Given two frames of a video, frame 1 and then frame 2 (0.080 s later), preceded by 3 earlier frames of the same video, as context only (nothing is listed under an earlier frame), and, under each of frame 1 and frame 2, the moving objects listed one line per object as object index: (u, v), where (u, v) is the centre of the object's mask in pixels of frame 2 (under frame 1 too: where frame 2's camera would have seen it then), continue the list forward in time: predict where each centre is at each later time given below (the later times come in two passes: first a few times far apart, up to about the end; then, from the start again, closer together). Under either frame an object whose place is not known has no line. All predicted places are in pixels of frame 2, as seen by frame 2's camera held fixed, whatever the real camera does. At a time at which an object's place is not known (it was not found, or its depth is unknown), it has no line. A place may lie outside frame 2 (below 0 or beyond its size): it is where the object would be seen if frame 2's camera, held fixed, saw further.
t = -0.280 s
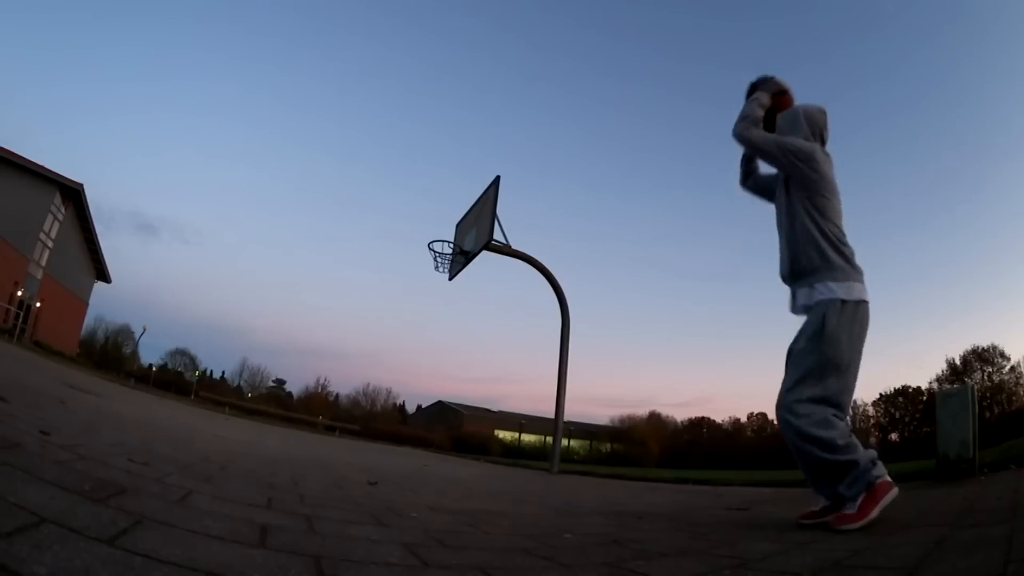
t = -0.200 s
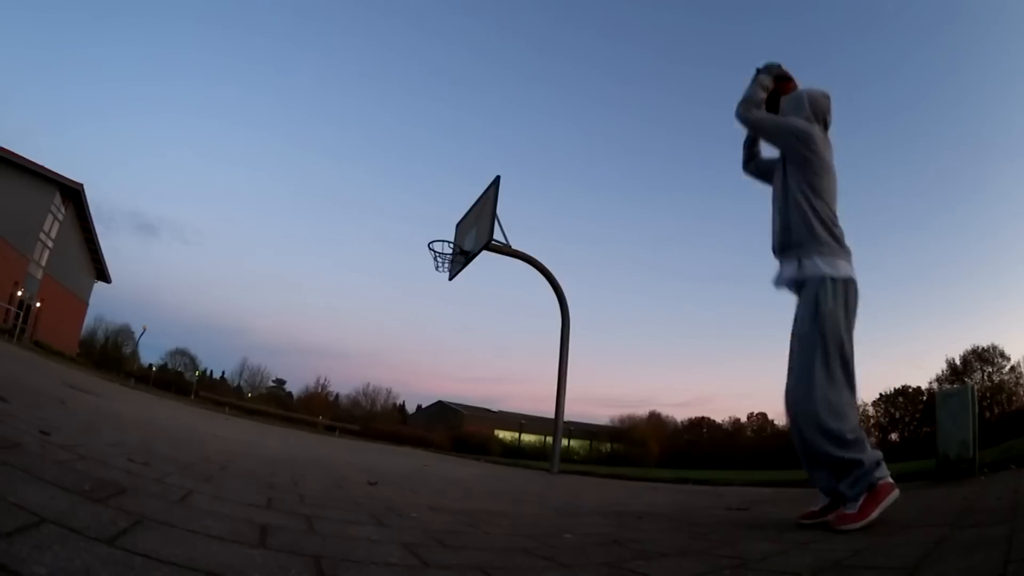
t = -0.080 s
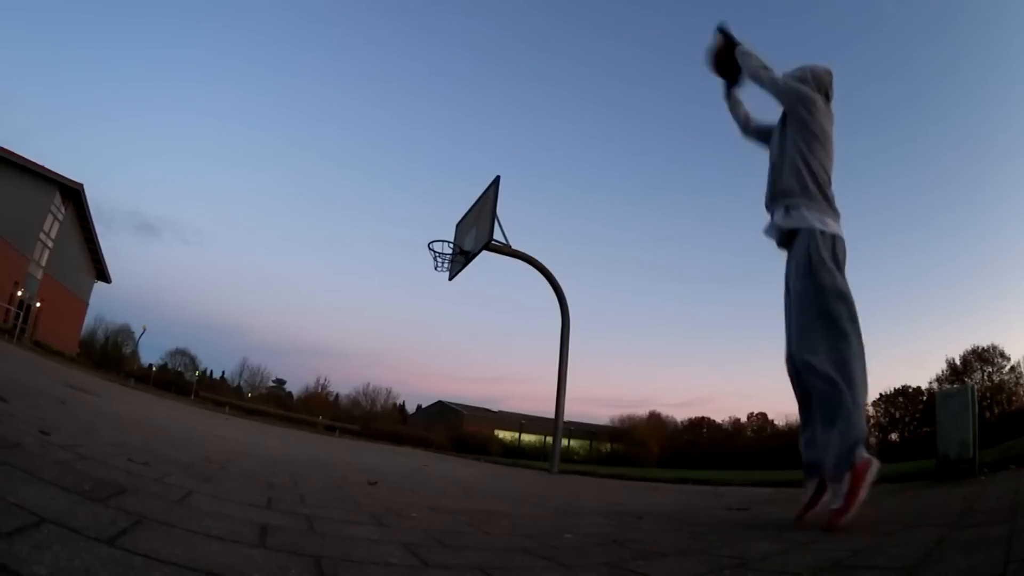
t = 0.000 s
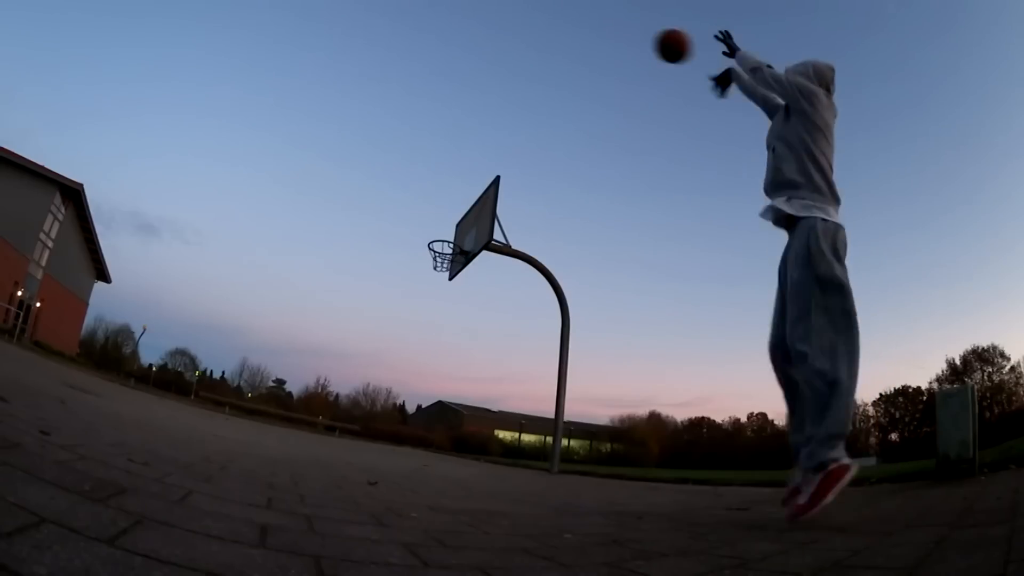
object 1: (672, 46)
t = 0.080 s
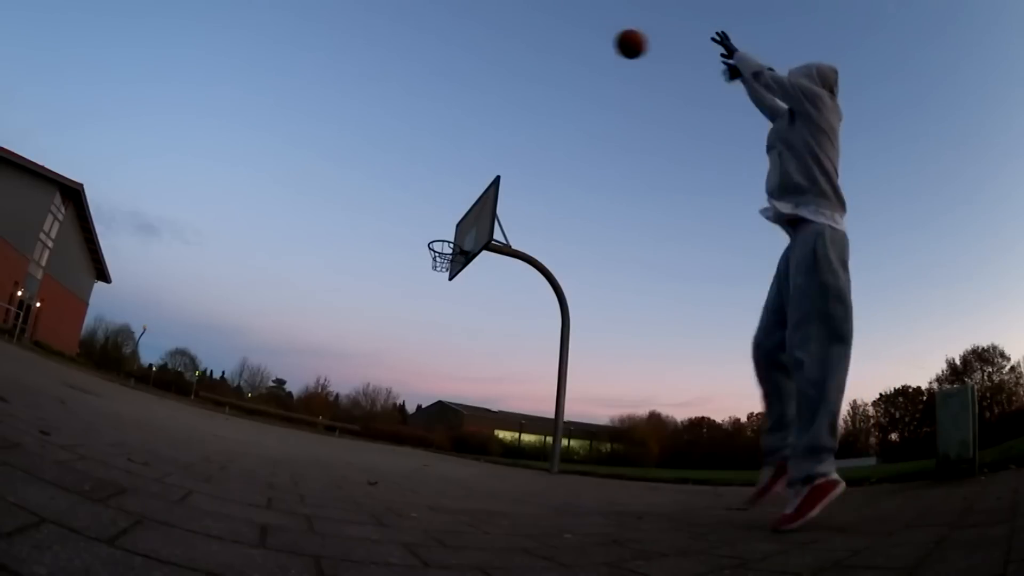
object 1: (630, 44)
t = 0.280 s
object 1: (563, 61)
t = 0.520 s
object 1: (513, 104)
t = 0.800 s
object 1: (468, 177)
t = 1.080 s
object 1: (445, 257)
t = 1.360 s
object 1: (447, 256)
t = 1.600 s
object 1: (437, 266)
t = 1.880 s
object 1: (428, 295)
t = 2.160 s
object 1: (411, 377)
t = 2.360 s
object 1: (400, 444)
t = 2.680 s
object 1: (408, 370)
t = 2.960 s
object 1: (406, 364)
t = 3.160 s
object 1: (399, 393)
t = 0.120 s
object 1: (613, 45)
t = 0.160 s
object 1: (599, 48)
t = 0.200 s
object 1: (585, 51)
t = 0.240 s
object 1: (574, 56)
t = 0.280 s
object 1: (563, 61)
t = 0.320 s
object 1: (553, 67)
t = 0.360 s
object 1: (544, 73)
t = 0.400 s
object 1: (535, 80)
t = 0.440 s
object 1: (527, 87)
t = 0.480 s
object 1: (520, 95)
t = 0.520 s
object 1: (513, 104)
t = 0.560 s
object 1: (506, 113)
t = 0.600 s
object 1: (499, 122)
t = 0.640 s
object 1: (493, 132)
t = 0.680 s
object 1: (486, 142)
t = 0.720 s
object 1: (480, 153)
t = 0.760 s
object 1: (474, 165)
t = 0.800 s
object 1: (468, 177)
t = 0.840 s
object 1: (462, 189)
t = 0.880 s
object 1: (457, 202)
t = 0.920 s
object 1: (451, 216)
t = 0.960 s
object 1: (445, 230)
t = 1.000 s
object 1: (440, 245)
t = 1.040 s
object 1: (442, 254)
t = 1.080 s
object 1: (445, 257)
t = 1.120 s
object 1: (447, 257)
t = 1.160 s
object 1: (449, 256)
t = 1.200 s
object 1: (449, 256)
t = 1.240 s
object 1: (449, 256)
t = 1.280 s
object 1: (448, 256)
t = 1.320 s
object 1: (447, 256)
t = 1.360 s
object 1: (447, 256)
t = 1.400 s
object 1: (446, 257)
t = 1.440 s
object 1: (444, 258)
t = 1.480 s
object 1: (442, 261)
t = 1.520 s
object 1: (440, 263)
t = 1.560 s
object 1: (439, 265)
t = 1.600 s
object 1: (437, 266)
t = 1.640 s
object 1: (436, 267)
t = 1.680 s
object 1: (435, 269)
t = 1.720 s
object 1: (434, 273)
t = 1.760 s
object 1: (433, 277)
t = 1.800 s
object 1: (431, 282)
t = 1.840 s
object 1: (430, 288)
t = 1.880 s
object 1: (428, 295)
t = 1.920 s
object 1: (426, 304)
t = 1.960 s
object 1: (424, 313)
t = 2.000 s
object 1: (421, 324)
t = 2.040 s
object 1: (419, 335)
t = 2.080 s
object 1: (417, 348)
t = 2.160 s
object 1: (411, 377)
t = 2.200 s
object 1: (408, 393)
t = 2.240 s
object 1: (405, 412)
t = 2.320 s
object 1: (399, 450)
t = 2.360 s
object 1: (400, 444)
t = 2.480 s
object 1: (404, 408)
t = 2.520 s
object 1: (405, 398)
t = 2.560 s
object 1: (406, 390)
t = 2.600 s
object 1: (406, 382)
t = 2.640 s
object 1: (407, 376)
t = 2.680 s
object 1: (408, 370)
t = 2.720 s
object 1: (408, 366)
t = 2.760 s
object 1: (408, 363)
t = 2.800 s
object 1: (408, 361)
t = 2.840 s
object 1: (407, 360)
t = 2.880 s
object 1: (407, 360)
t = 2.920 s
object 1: (406, 361)
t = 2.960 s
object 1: (406, 364)
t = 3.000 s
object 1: (405, 367)
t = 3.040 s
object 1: (403, 372)
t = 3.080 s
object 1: (402, 378)
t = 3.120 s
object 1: (401, 384)
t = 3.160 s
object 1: (399, 393)
